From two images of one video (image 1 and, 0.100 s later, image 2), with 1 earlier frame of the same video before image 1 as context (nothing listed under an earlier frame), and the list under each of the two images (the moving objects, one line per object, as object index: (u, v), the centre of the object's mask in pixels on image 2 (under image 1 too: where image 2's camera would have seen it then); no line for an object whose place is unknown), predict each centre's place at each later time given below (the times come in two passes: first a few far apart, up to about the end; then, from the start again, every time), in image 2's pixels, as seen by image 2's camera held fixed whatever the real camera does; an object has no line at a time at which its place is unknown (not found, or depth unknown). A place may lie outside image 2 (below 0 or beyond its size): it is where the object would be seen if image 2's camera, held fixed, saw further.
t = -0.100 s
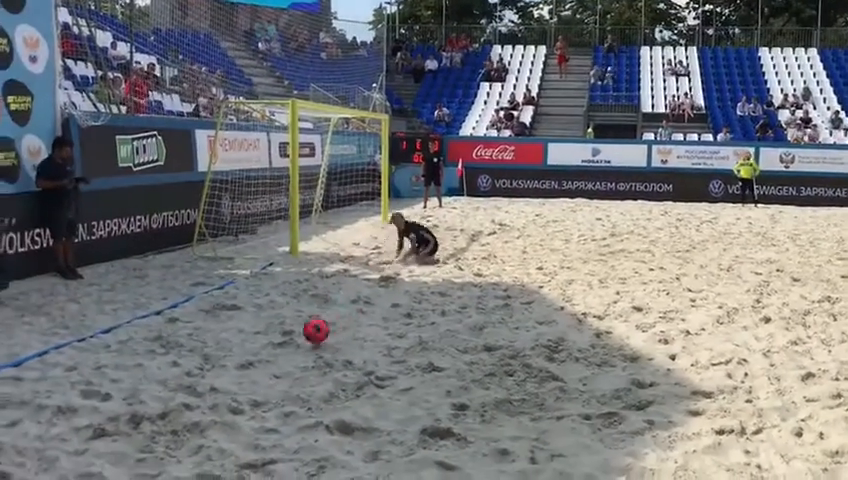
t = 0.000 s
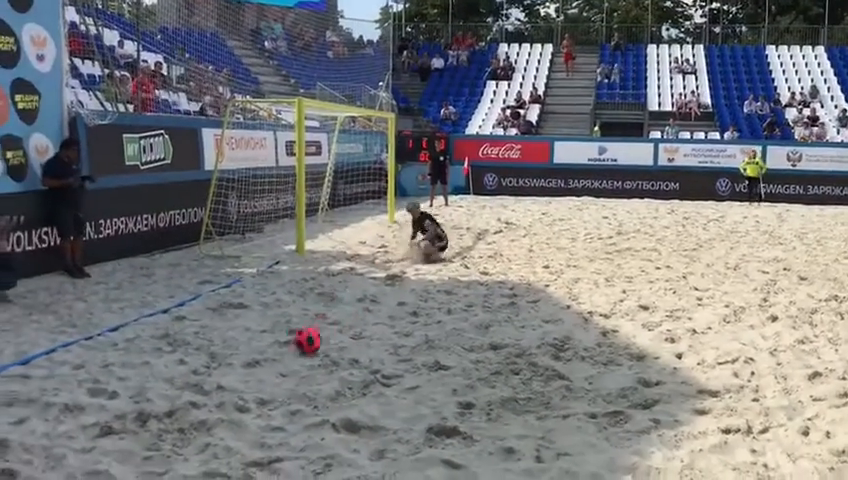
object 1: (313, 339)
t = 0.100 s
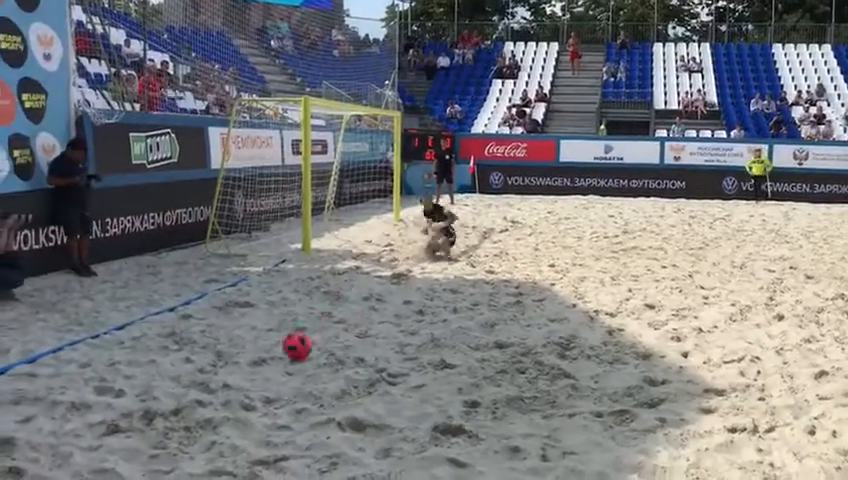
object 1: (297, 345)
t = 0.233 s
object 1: (273, 354)
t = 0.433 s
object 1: (237, 367)
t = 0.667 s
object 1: (203, 383)
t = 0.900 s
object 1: (167, 392)
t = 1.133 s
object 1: (139, 404)
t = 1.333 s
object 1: (122, 408)
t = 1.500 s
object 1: (121, 417)
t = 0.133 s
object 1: (291, 348)
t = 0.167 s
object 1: (284, 351)
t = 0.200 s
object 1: (279, 354)
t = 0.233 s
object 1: (273, 354)
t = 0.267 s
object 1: (268, 355)
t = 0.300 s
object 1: (261, 358)
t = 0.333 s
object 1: (255, 361)
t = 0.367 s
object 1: (249, 364)
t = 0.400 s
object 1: (243, 367)
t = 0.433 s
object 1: (237, 367)
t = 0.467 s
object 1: (232, 367)
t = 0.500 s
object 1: (228, 367)
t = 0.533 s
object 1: (223, 369)
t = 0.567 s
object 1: (218, 373)
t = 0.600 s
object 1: (213, 380)
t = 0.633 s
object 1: (207, 382)
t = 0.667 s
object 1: (203, 383)
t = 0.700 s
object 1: (198, 383)
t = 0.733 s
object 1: (192, 384)
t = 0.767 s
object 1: (186, 386)
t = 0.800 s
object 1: (181, 389)
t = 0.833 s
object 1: (176, 389)
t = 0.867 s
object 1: (171, 392)
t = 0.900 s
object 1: (167, 392)
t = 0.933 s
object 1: (161, 393)
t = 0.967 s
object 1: (157, 392)
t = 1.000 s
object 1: (153, 392)
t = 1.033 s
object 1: (149, 393)
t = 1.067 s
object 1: (146, 395)
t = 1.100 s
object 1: (143, 400)
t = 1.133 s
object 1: (139, 404)
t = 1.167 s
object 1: (135, 406)
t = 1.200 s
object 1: (131, 407)
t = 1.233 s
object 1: (128, 409)
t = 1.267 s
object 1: (128, 408)
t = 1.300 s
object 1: (127, 408)
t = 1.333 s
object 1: (122, 408)
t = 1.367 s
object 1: (122, 409)
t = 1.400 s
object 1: (121, 411)
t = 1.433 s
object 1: (121, 414)
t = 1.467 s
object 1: (121, 416)
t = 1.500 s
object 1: (121, 417)
